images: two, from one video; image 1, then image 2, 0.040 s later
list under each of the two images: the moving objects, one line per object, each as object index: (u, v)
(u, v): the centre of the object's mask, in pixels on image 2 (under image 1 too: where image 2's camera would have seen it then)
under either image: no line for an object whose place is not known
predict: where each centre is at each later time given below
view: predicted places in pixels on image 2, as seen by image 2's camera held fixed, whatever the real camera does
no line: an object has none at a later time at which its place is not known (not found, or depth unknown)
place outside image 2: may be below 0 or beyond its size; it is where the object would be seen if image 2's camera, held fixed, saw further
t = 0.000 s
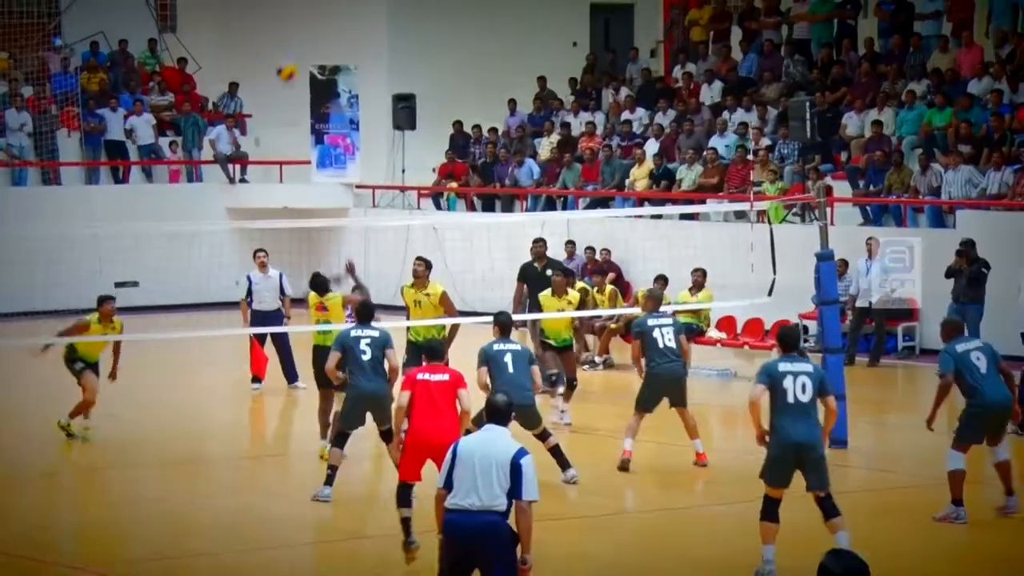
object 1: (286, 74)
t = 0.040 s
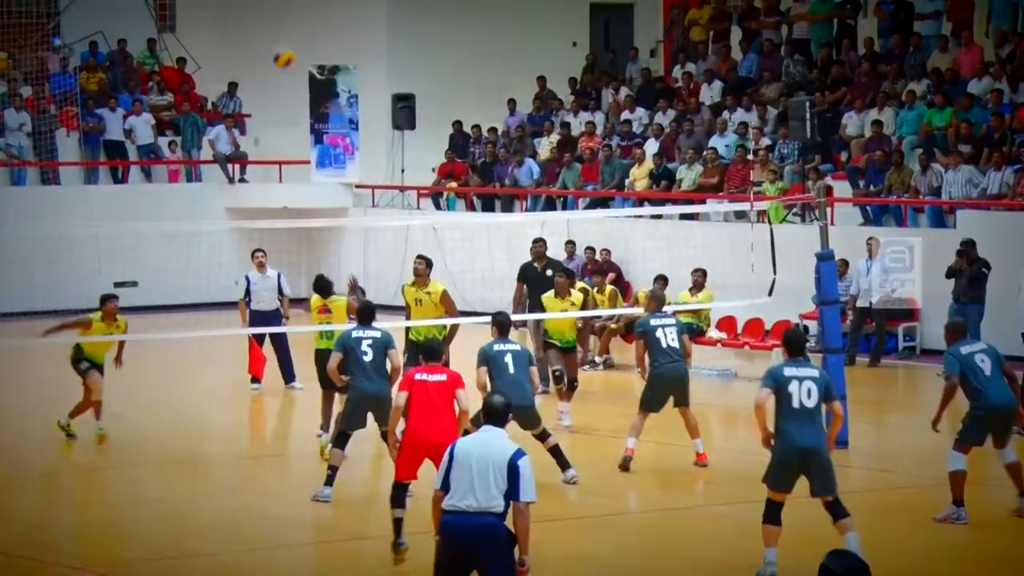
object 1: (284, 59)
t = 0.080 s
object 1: (280, 45)
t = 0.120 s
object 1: (278, 36)
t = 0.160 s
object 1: (275, 27)
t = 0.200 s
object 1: (274, 18)
